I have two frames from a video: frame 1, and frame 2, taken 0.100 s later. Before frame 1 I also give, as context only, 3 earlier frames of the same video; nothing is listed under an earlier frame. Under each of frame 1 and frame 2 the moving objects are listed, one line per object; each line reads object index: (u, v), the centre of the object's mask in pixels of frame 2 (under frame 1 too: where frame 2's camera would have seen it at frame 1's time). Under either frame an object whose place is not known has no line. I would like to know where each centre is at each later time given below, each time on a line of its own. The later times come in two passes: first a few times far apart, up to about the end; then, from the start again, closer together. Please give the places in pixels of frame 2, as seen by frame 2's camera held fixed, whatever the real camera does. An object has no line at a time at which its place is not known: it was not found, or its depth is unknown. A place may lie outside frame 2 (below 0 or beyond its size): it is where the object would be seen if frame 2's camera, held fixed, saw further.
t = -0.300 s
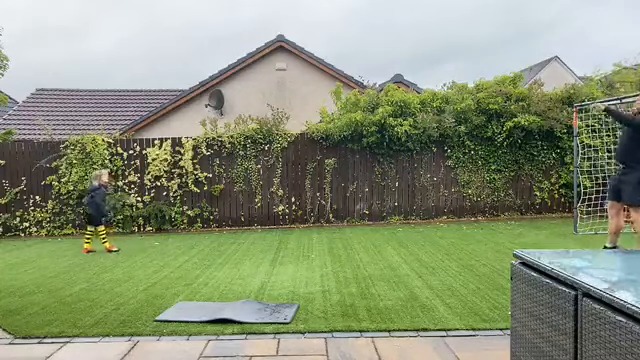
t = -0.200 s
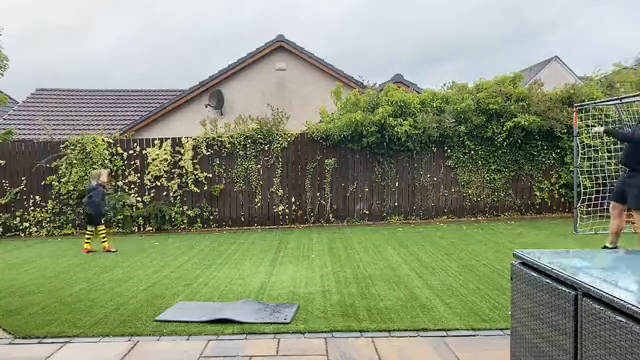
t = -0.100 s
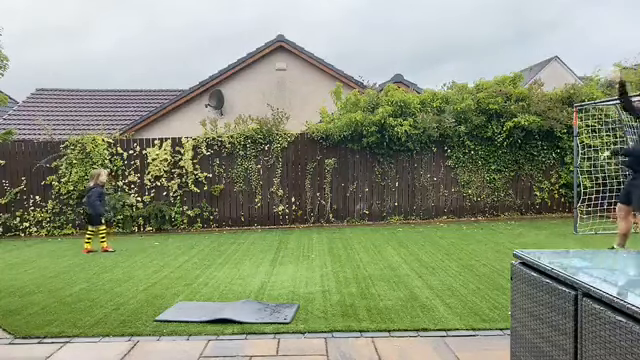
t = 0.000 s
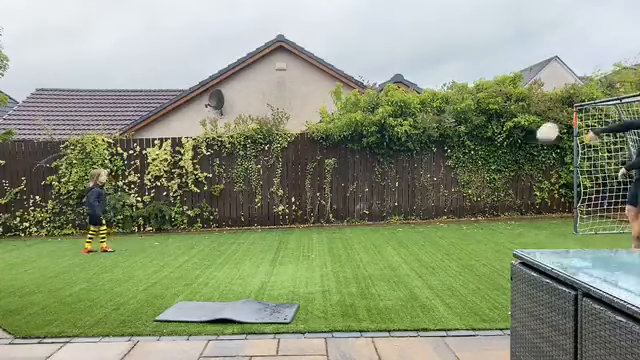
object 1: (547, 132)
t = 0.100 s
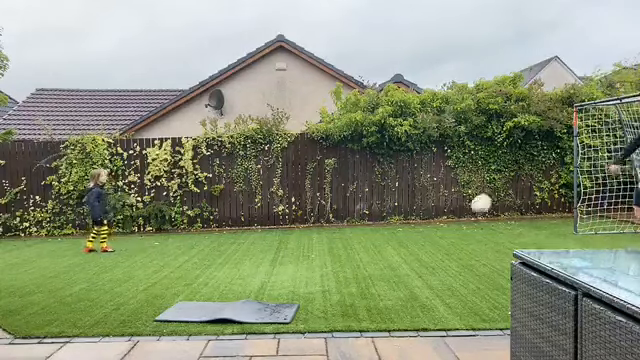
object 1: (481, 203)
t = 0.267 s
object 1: (415, 211)
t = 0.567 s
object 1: (358, 117)
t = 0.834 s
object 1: (308, 99)
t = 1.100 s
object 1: (261, 141)
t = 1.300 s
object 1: (230, 209)
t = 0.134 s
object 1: (459, 227)
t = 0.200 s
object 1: (428, 243)
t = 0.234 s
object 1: (422, 226)
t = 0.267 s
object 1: (415, 211)
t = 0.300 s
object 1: (409, 196)
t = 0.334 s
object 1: (402, 182)
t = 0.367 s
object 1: (395, 169)
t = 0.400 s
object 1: (389, 158)
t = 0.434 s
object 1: (383, 148)
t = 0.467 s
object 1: (376, 138)
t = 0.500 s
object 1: (369, 130)
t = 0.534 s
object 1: (364, 122)
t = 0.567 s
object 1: (358, 117)
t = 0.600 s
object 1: (351, 109)
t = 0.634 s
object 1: (344, 105)
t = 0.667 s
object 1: (339, 101)
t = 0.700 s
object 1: (334, 99)
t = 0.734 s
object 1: (327, 98)
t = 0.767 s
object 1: (320, 97)
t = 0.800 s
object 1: (313, 98)
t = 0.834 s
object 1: (308, 99)
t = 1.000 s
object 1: (279, 118)
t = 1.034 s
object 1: (273, 124)
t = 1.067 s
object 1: (267, 133)
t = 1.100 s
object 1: (261, 141)
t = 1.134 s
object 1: (256, 151)
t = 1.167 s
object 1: (251, 160)
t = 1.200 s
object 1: (246, 171)
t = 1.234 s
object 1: (240, 183)
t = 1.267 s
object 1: (235, 195)
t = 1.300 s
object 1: (230, 209)
